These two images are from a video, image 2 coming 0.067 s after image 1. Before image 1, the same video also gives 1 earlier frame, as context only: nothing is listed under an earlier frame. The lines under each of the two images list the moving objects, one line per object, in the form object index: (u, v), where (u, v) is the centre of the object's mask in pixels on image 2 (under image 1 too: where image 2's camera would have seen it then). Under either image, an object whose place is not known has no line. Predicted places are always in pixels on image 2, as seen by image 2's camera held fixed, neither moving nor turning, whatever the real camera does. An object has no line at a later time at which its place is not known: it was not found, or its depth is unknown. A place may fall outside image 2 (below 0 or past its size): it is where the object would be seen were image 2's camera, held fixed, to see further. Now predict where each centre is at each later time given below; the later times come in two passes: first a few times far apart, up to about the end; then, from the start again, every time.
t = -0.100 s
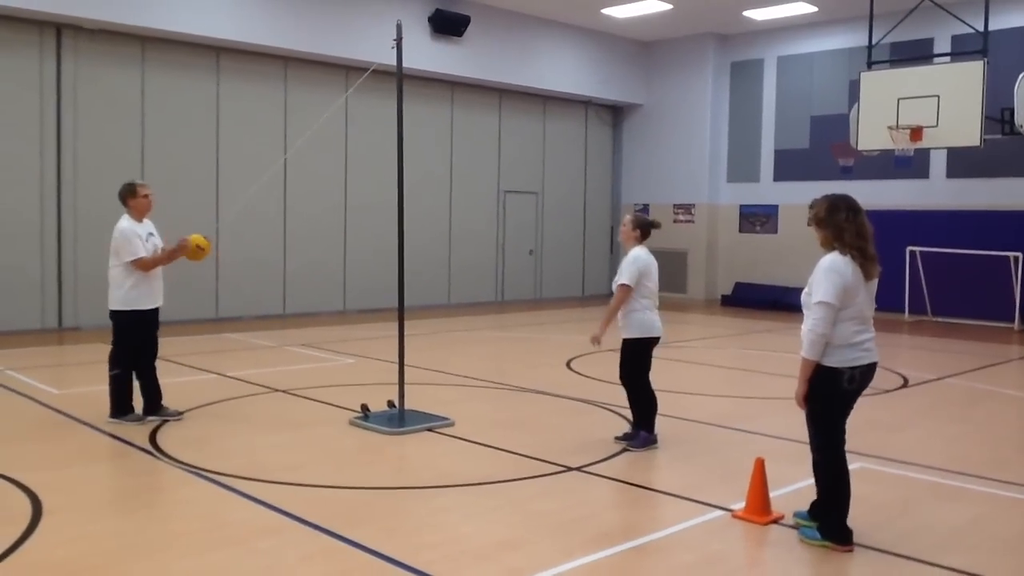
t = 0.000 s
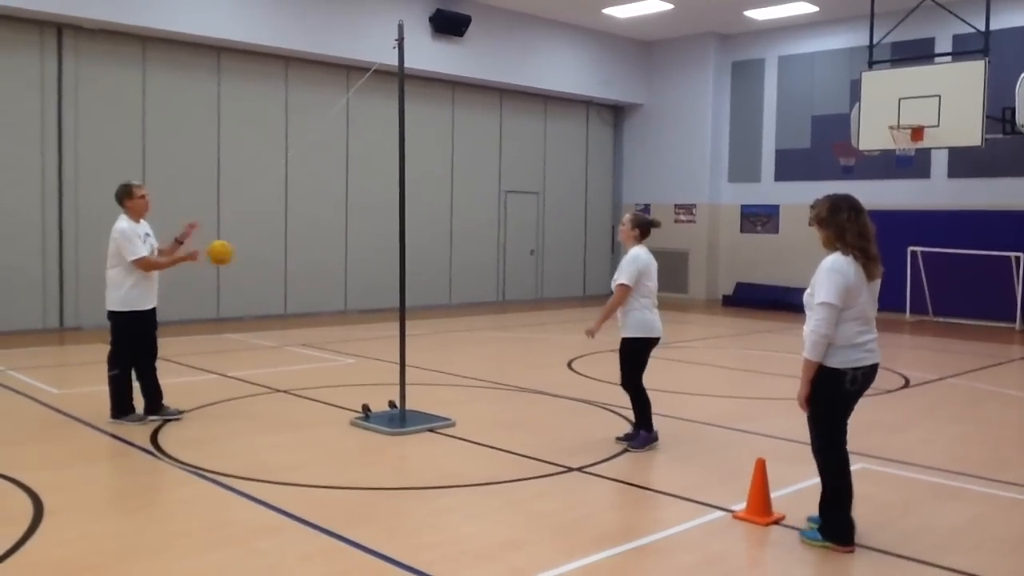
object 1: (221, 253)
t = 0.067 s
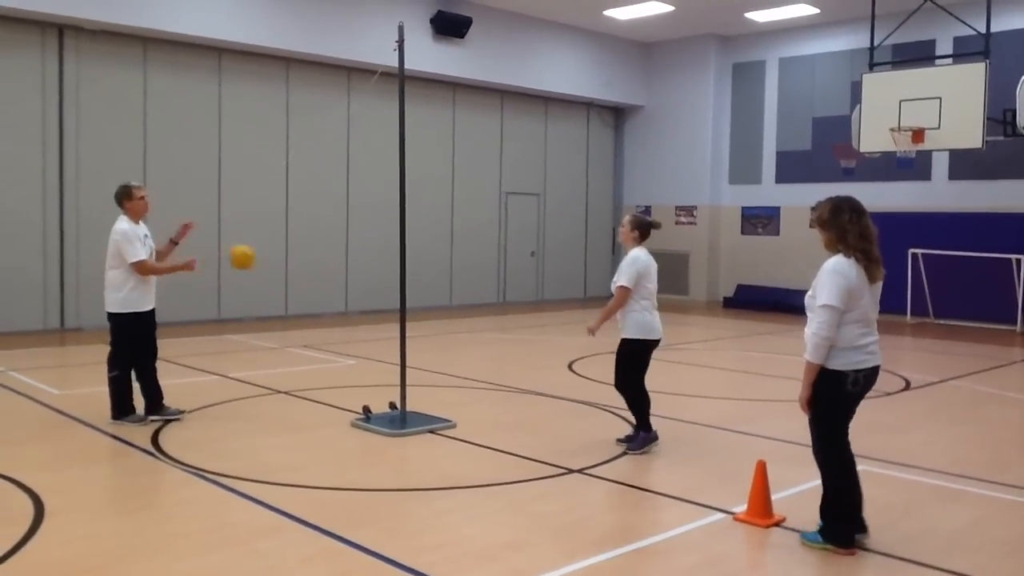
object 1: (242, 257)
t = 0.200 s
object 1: (289, 268)
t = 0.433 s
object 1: (388, 275)
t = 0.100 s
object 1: (253, 259)
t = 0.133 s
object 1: (264, 261)
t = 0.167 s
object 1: (276, 265)
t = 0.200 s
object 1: (289, 268)
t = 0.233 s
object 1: (303, 271)
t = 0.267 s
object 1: (318, 273)
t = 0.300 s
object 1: (331, 273)
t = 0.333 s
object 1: (347, 274)
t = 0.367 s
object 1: (362, 274)
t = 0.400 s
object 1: (375, 275)
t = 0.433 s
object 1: (388, 275)
